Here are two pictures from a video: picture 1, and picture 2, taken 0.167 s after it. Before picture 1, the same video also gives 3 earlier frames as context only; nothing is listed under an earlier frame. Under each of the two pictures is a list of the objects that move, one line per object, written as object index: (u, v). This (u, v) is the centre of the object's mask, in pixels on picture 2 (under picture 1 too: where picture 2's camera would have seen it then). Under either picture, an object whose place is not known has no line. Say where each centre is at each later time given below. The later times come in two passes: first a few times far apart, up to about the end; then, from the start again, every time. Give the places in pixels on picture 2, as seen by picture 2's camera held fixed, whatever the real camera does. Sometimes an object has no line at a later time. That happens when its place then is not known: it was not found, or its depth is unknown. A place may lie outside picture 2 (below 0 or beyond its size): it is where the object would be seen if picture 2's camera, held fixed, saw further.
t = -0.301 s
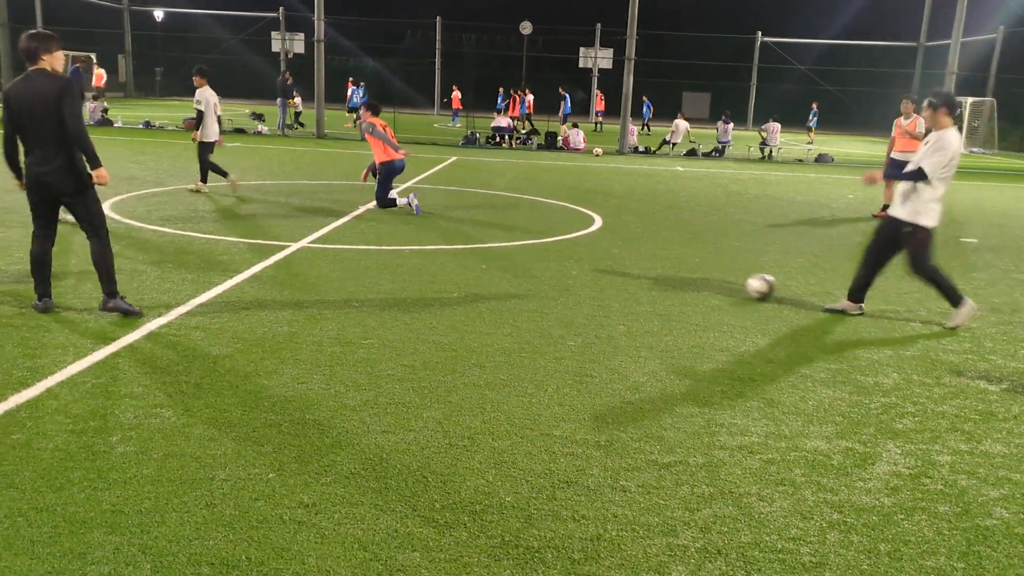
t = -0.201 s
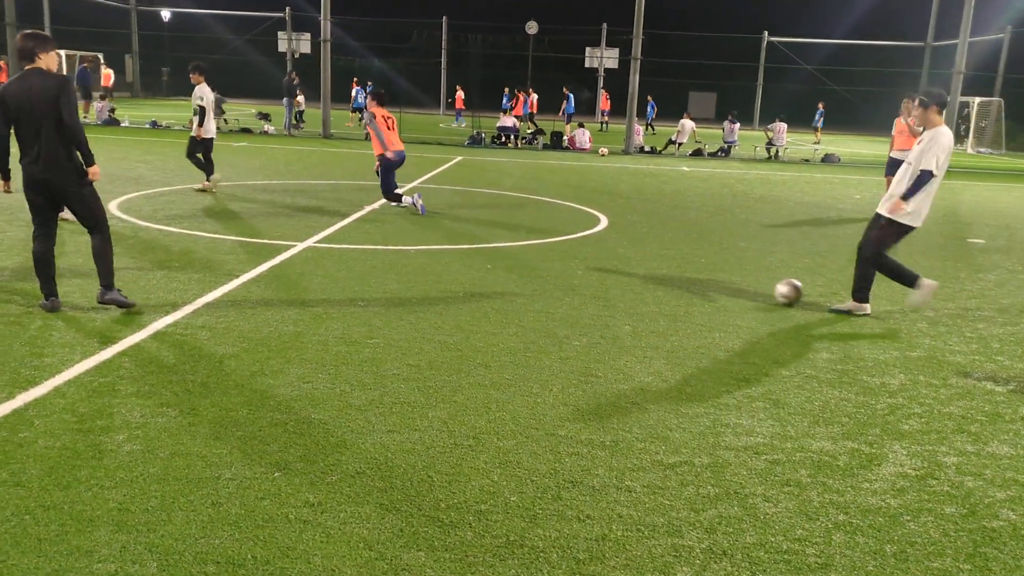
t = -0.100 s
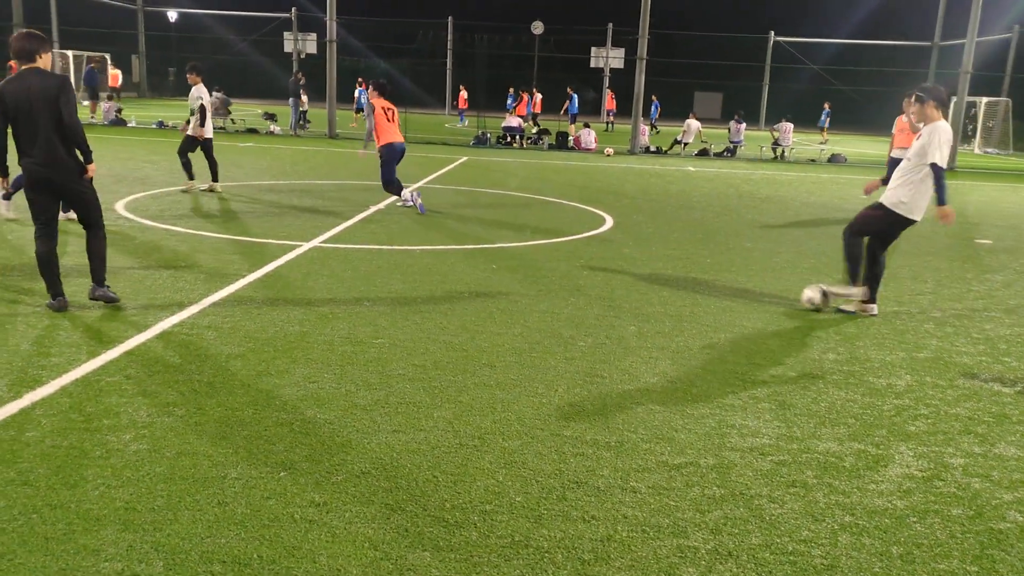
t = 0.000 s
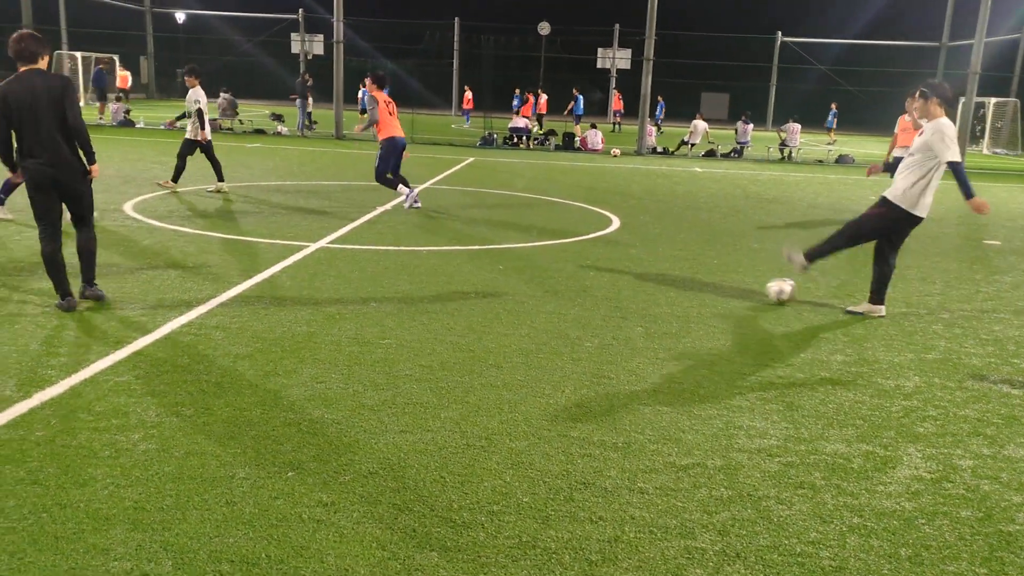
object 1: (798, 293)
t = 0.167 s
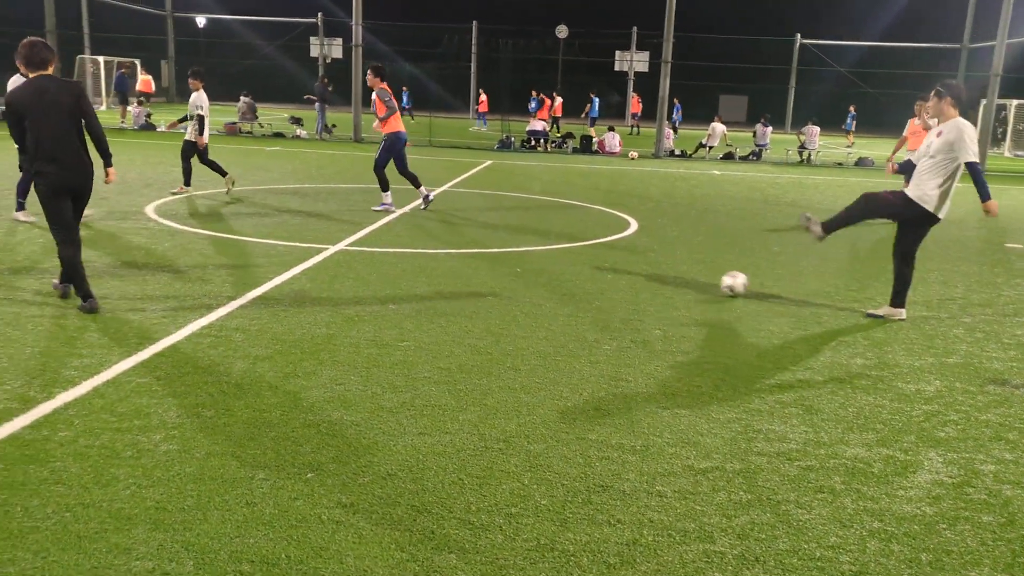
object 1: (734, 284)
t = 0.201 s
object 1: (723, 282)
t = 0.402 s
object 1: (656, 274)
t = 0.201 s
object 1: (723, 282)
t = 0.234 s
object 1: (710, 281)
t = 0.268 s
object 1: (699, 280)
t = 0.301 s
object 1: (687, 278)
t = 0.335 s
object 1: (676, 277)
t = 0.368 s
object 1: (666, 275)
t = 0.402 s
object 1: (656, 274)
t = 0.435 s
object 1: (645, 273)
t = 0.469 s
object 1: (635, 272)
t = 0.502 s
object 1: (625, 270)
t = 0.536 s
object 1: (615, 269)
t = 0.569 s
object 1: (606, 268)
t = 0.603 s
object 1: (597, 266)
